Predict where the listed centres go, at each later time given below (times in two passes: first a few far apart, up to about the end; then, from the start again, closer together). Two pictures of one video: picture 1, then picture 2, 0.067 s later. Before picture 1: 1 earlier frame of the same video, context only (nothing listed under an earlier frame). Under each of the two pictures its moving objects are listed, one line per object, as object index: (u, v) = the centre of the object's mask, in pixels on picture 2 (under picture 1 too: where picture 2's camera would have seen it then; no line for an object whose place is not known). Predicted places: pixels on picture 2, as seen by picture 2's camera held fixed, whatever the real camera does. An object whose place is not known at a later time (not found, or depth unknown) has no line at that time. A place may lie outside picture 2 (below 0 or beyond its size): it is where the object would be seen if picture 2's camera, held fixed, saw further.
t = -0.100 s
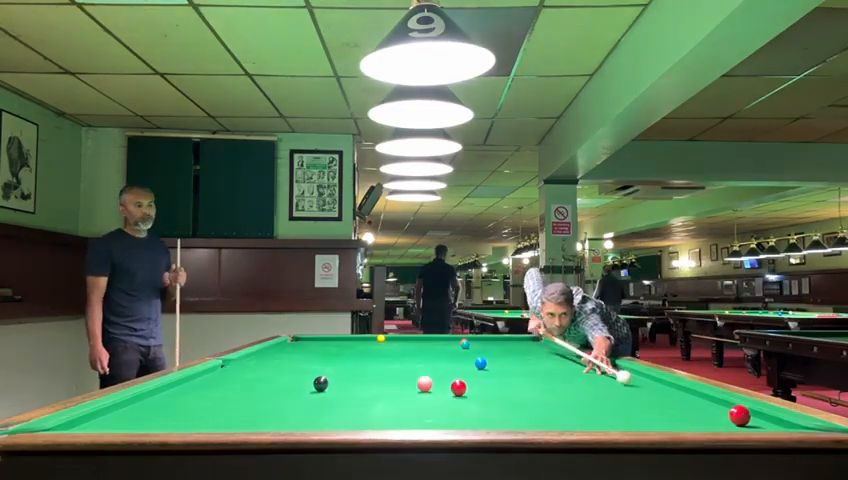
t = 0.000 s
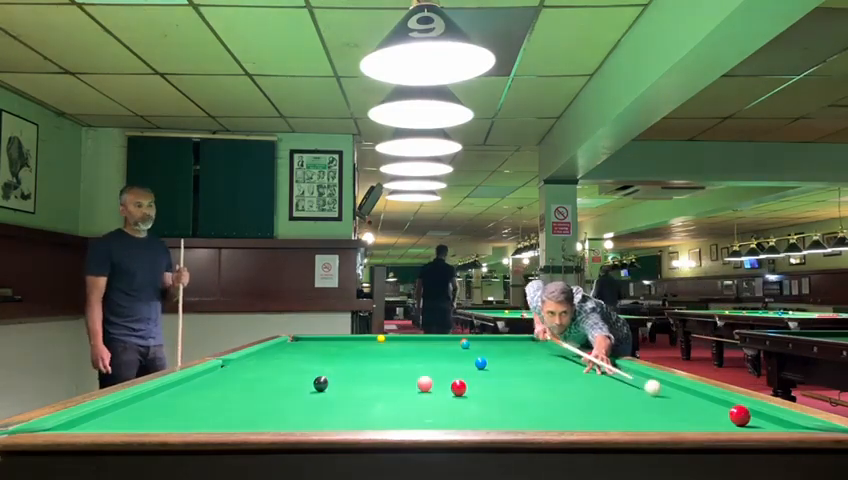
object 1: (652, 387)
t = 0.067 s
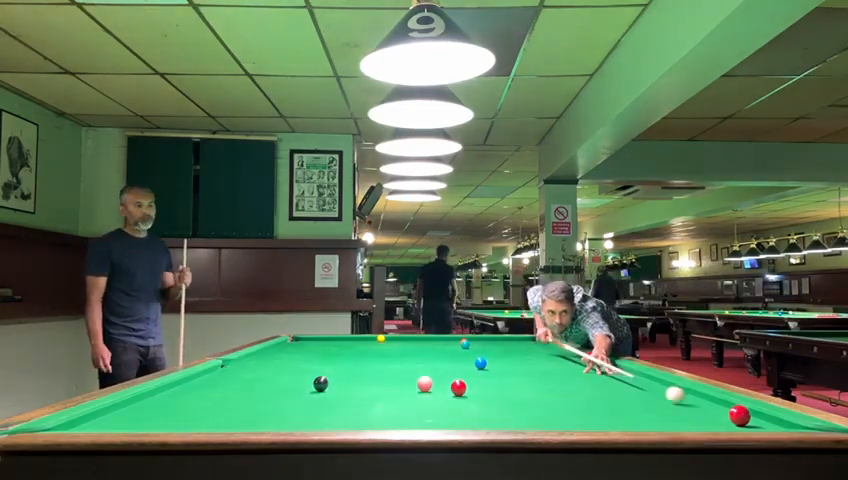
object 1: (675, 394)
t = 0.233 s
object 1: (720, 412)
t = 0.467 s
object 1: (709, 419)
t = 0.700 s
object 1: (707, 426)
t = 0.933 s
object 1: (668, 421)
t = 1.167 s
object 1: (634, 416)
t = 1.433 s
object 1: (601, 409)
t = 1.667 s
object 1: (576, 403)
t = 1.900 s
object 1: (551, 398)
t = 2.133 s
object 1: (533, 394)
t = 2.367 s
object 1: (517, 391)
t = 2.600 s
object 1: (503, 388)
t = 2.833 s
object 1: (490, 385)
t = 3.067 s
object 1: (480, 383)
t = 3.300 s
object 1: (471, 381)
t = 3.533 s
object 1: (465, 378)
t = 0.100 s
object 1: (686, 398)
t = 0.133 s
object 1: (698, 403)
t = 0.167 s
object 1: (711, 407)
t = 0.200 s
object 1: (723, 411)
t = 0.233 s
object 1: (720, 412)
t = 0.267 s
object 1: (717, 413)
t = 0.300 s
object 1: (714, 414)
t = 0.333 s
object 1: (712, 415)
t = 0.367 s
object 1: (710, 416)
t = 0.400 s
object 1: (710, 417)
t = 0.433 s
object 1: (710, 418)
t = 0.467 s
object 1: (709, 419)
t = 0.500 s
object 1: (709, 420)
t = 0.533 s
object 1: (709, 421)
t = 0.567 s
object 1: (708, 422)
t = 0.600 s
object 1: (708, 423)
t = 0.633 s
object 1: (708, 424)
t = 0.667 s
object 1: (708, 425)
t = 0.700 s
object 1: (707, 426)
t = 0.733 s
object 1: (701, 425)
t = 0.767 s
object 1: (695, 424)
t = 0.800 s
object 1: (689, 424)
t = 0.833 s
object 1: (684, 423)
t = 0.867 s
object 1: (678, 423)
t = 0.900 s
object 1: (673, 422)
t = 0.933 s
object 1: (668, 421)
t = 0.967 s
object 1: (662, 421)
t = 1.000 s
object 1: (657, 420)
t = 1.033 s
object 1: (653, 419)
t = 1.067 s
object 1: (648, 418)
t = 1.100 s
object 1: (643, 417)
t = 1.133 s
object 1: (639, 417)
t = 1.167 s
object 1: (634, 416)
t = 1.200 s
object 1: (630, 415)
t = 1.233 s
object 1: (625, 414)
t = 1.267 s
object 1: (621, 413)
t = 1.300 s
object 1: (617, 412)
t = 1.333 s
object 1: (613, 411)
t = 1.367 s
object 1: (609, 410)
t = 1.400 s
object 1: (605, 409)
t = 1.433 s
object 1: (601, 409)
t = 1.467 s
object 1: (597, 408)
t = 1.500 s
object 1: (594, 407)
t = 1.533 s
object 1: (590, 406)
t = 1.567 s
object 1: (586, 405)
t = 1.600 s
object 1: (583, 404)
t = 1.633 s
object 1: (580, 404)
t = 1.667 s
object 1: (576, 403)
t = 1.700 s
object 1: (573, 402)
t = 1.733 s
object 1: (570, 401)
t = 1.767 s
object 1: (567, 401)
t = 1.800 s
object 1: (564, 400)
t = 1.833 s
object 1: (561, 399)
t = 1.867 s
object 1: (554, 399)
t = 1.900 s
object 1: (551, 398)
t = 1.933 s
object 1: (548, 398)
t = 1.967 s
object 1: (545, 397)
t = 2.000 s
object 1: (543, 396)
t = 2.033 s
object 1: (540, 396)
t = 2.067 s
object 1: (538, 395)
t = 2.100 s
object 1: (535, 395)
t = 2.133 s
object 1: (533, 394)
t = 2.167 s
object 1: (530, 394)
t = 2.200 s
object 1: (528, 393)
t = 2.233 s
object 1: (526, 393)
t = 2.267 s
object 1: (523, 392)
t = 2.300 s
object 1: (521, 392)
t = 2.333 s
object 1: (519, 391)
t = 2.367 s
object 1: (517, 391)
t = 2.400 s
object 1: (515, 390)
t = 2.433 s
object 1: (513, 390)
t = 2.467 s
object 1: (510, 389)
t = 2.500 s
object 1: (509, 389)
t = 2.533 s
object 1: (506, 389)
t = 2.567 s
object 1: (505, 388)
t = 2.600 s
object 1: (503, 388)
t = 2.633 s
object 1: (501, 387)
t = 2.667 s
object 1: (499, 387)
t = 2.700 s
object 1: (497, 386)
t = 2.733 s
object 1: (496, 386)
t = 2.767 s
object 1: (494, 386)
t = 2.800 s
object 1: (492, 385)
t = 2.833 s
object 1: (490, 385)
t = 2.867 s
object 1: (489, 385)
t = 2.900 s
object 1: (487, 384)
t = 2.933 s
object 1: (485, 384)
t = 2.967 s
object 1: (484, 384)
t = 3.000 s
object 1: (483, 383)
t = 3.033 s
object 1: (481, 383)
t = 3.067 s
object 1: (480, 383)
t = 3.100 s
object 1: (478, 383)
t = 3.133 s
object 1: (477, 382)
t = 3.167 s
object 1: (476, 382)
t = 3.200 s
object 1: (475, 381)
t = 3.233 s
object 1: (473, 381)
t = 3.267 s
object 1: (472, 381)
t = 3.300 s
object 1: (471, 381)
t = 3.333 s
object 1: (470, 381)
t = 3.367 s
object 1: (469, 380)
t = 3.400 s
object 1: (468, 380)
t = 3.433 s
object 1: (467, 380)
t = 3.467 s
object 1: (467, 379)
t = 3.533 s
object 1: (465, 378)
